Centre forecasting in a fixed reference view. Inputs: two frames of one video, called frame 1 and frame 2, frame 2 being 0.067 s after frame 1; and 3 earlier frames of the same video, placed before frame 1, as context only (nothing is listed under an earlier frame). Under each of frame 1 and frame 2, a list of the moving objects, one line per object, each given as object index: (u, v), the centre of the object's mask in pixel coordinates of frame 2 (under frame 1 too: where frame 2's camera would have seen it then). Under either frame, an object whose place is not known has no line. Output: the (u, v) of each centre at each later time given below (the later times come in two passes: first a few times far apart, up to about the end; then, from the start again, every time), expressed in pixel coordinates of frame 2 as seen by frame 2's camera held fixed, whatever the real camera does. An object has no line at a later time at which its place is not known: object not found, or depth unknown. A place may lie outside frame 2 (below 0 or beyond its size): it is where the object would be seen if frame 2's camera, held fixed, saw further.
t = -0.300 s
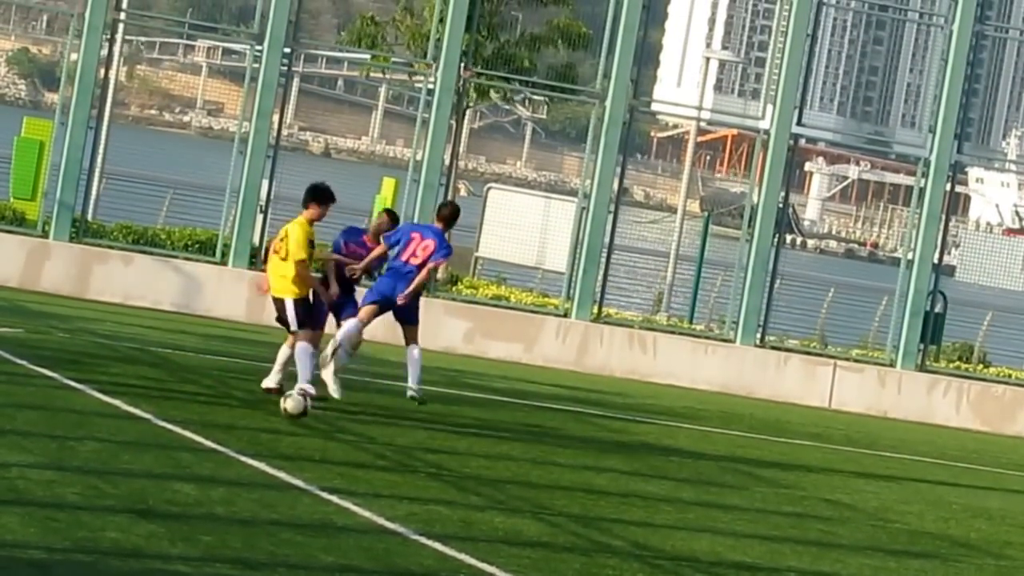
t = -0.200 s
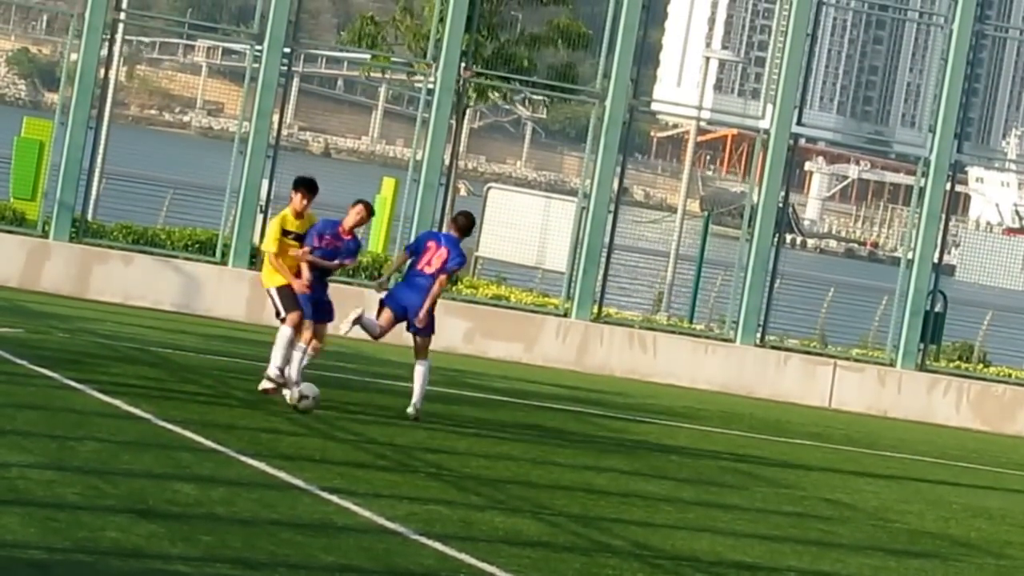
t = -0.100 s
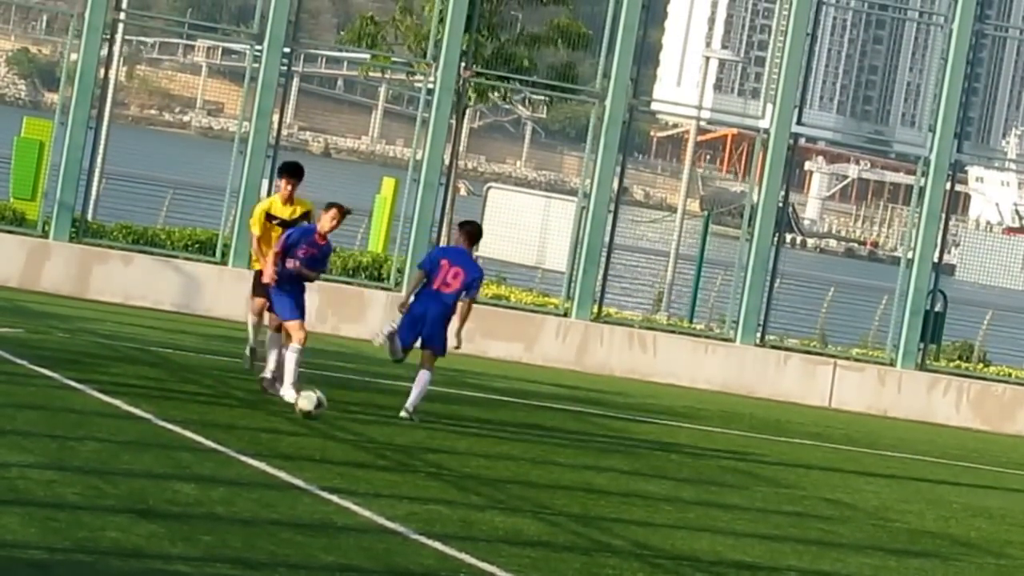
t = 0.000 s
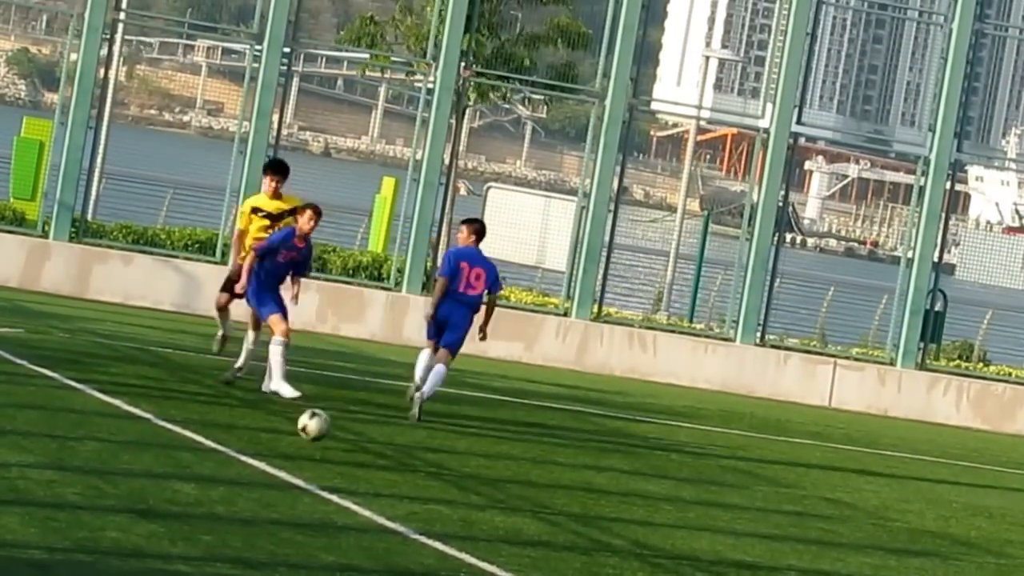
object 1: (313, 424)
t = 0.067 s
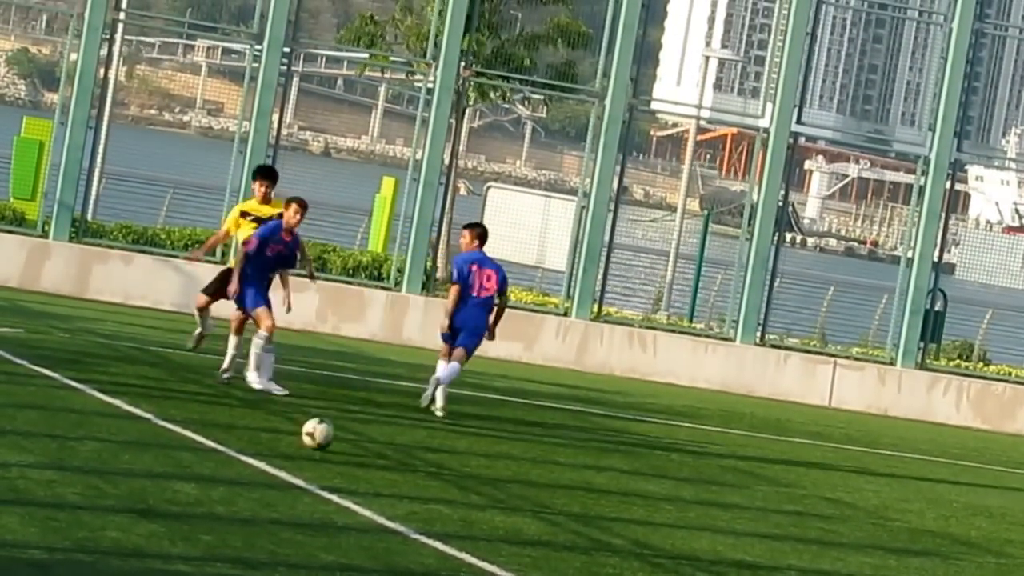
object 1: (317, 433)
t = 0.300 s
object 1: (338, 438)
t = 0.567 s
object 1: (368, 457)
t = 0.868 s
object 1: (402, 480)
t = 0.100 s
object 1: (322, 429)
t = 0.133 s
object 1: (325, 426)
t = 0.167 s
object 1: (328, 426)
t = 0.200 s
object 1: (330, 427)
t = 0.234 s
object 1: (334, 428)
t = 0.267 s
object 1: (337, 432)
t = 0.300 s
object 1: (338, 438)
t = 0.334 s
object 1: (340, 446)
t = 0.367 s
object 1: (341, 452)
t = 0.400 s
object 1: (346, 450)
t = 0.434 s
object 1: (351, 448)
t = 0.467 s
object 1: (356, 447)
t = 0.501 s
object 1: (360, 448)
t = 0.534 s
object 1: (364, 452)
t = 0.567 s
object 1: (368, 457)
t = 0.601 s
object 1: (372, 464)
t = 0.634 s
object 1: (376, 468)
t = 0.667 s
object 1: (379, 468)
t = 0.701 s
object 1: (383, 469)
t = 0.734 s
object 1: (386, 473)
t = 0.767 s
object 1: (389, 475)
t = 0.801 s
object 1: (394, 476)
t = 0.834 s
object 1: (398, 477)
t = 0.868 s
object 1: (402, 480)
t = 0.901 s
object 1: (405, 483)
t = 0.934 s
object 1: (409, 485)
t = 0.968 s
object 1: (413, 487)
